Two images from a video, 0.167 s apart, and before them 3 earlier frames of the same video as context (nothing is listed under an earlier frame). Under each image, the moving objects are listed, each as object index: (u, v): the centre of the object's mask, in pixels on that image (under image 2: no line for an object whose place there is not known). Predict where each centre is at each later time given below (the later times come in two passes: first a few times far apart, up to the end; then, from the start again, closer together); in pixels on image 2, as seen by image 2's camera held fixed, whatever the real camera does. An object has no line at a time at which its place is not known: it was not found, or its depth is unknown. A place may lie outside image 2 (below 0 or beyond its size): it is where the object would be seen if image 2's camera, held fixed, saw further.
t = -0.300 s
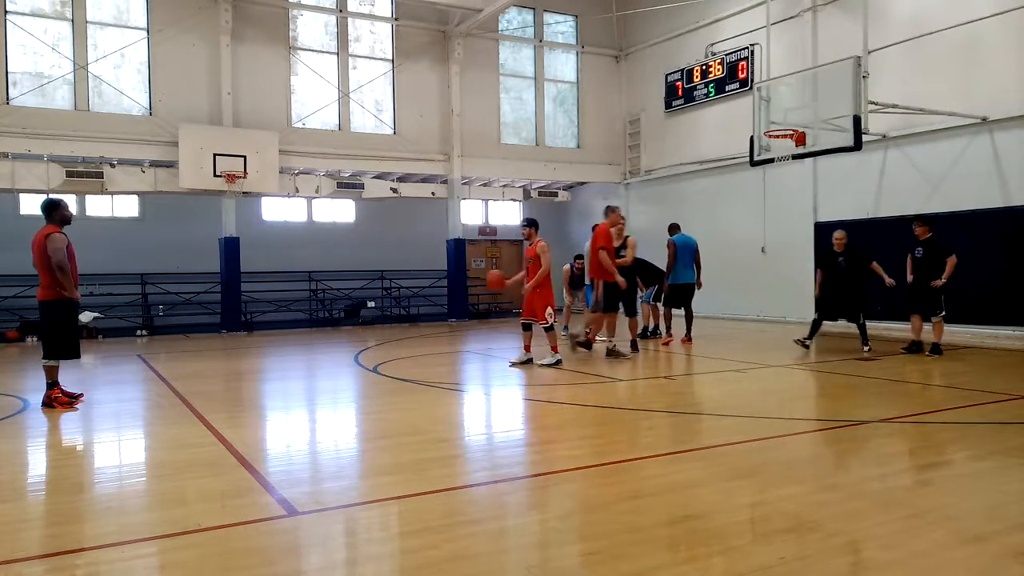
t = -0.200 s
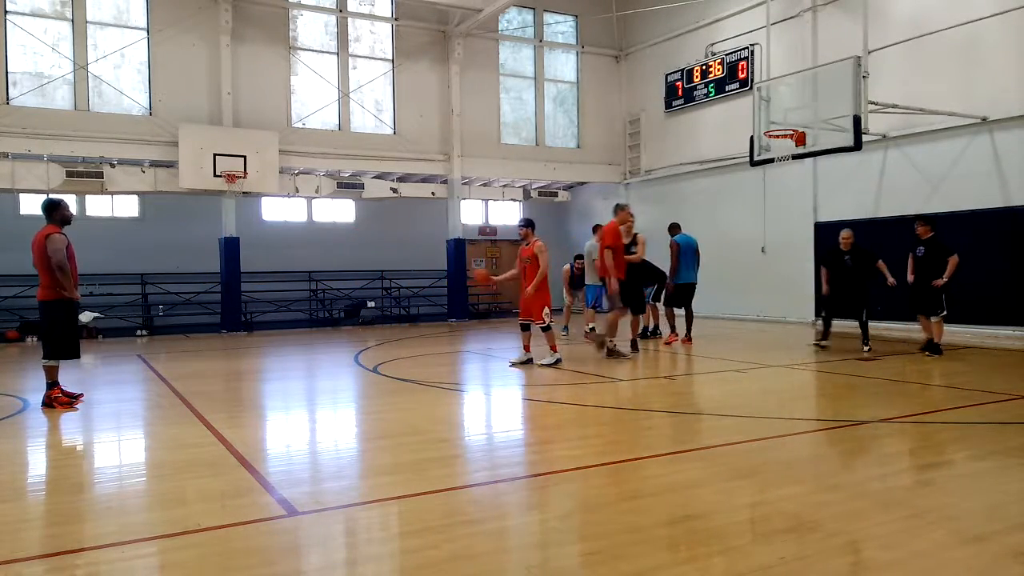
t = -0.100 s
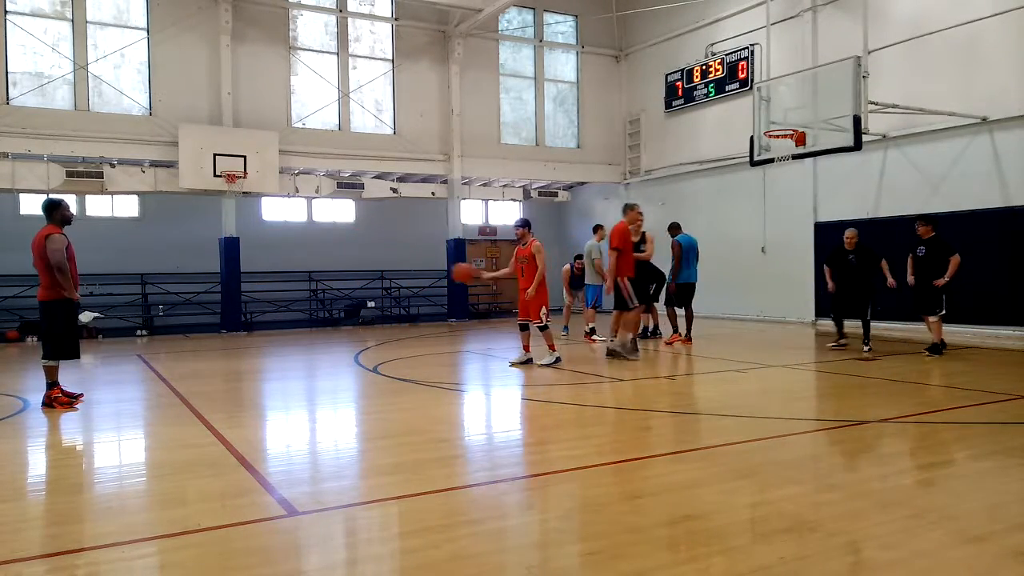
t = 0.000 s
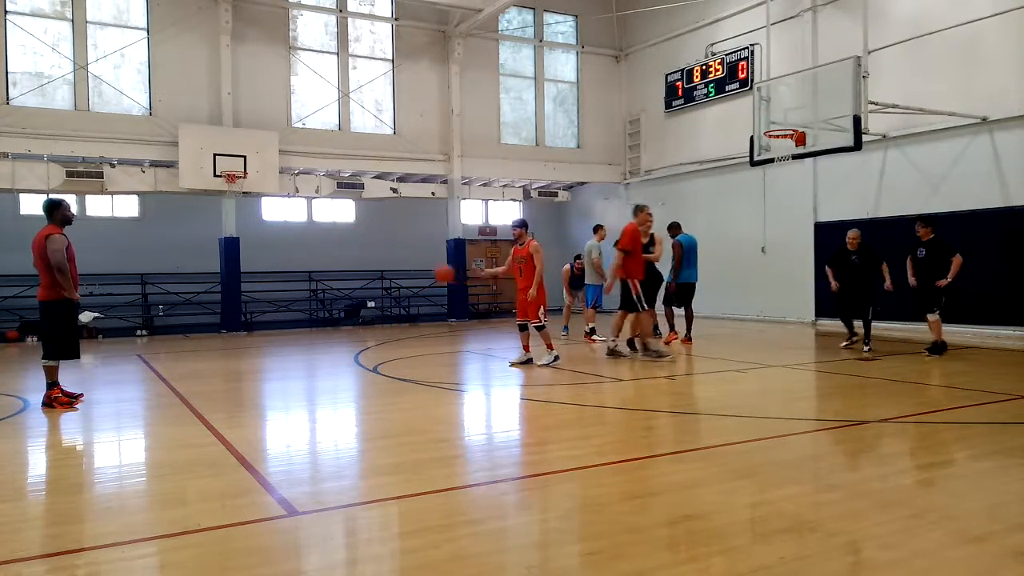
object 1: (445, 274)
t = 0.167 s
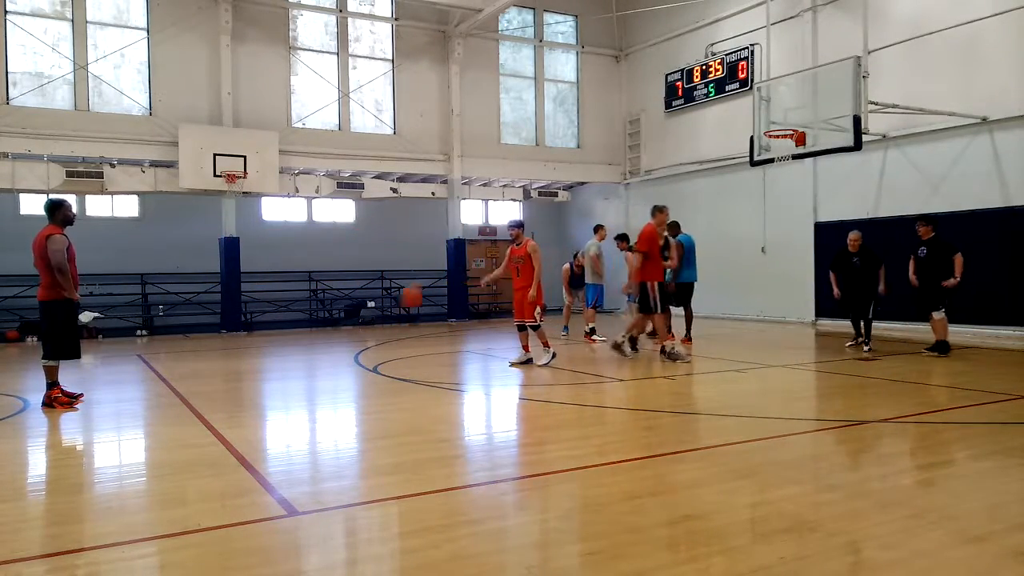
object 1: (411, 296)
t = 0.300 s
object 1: (386, 330)
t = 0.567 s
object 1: (335, 322)
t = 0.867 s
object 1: (281, 316)
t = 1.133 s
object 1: (231, 371)
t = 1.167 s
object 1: (225, 364)
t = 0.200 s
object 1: (405, 304)
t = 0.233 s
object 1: (398, 312)
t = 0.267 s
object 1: (392, 320)
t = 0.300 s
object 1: (386, 330)
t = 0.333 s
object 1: (379, 345)
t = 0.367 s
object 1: (372, 357)
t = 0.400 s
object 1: (365, 362)
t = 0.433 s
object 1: (359, 353)
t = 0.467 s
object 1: (354, 344)
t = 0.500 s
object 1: (347, 335)
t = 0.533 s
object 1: (342, 329)
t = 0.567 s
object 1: (335, 322)
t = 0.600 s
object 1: (330, 317)
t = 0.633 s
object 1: (323, 315)
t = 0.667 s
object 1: (319, 313)
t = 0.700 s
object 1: (312, 310)
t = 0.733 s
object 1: (305, 309)
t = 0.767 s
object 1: (299, 309)
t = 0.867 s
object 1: (281, 316)
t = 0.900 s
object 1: (275, 319)
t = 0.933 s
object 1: (269, 325)
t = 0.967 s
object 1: (263, 329)
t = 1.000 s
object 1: (257, 339)
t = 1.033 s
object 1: (251, 348)
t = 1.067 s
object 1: (244, 358)
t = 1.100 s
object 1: (238, 369)
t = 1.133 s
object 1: (231, 371)
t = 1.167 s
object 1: (225, 364)
